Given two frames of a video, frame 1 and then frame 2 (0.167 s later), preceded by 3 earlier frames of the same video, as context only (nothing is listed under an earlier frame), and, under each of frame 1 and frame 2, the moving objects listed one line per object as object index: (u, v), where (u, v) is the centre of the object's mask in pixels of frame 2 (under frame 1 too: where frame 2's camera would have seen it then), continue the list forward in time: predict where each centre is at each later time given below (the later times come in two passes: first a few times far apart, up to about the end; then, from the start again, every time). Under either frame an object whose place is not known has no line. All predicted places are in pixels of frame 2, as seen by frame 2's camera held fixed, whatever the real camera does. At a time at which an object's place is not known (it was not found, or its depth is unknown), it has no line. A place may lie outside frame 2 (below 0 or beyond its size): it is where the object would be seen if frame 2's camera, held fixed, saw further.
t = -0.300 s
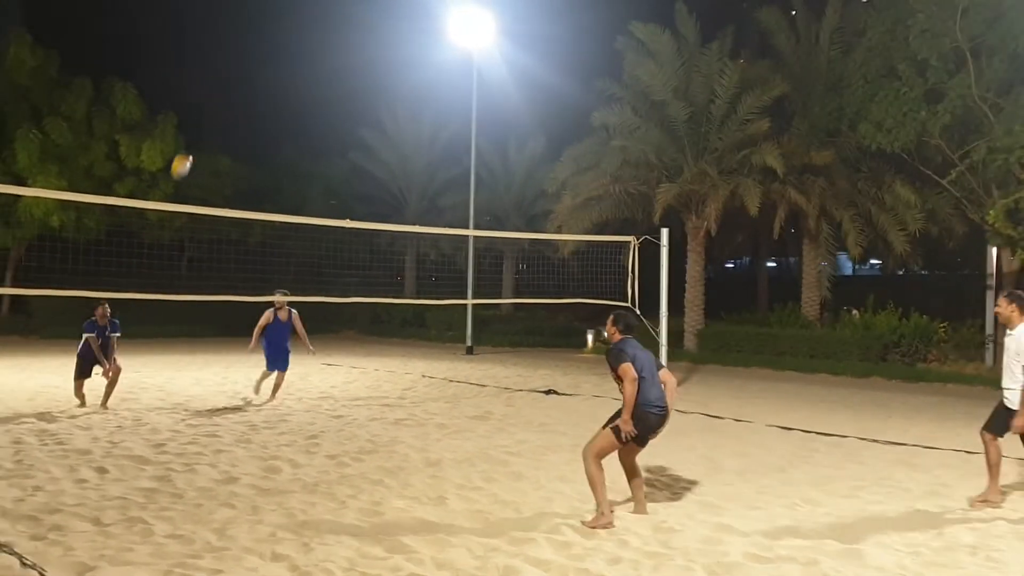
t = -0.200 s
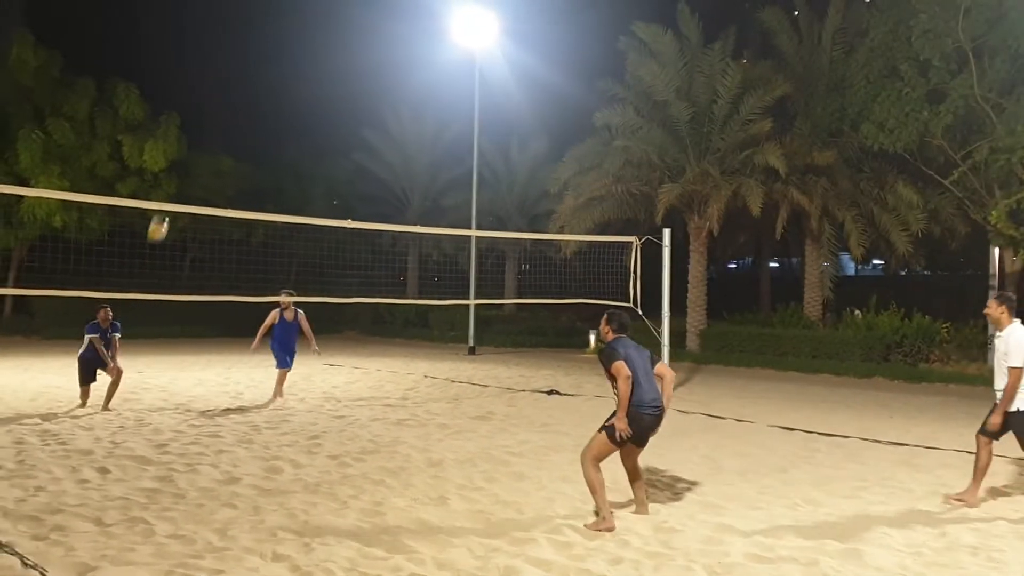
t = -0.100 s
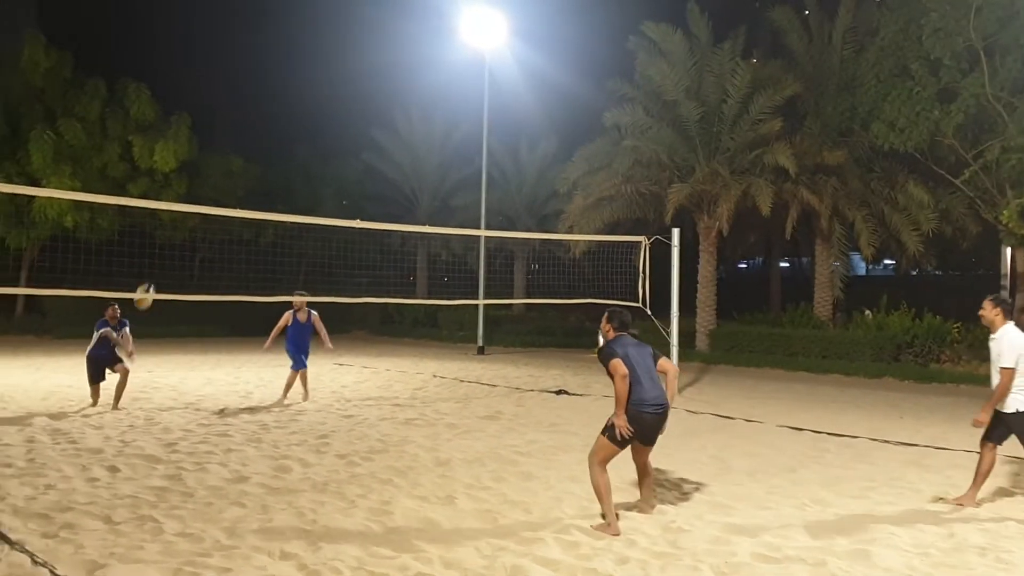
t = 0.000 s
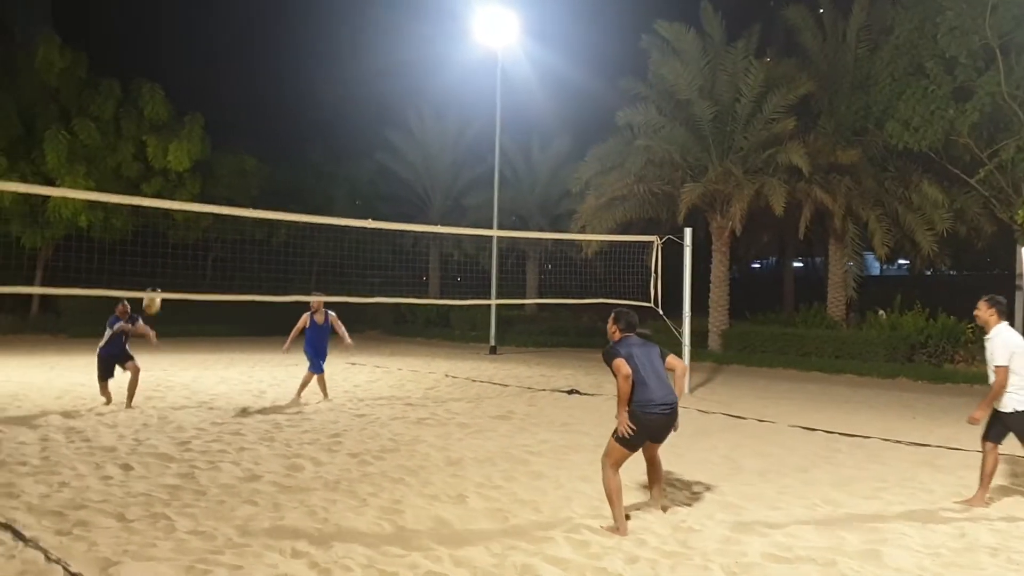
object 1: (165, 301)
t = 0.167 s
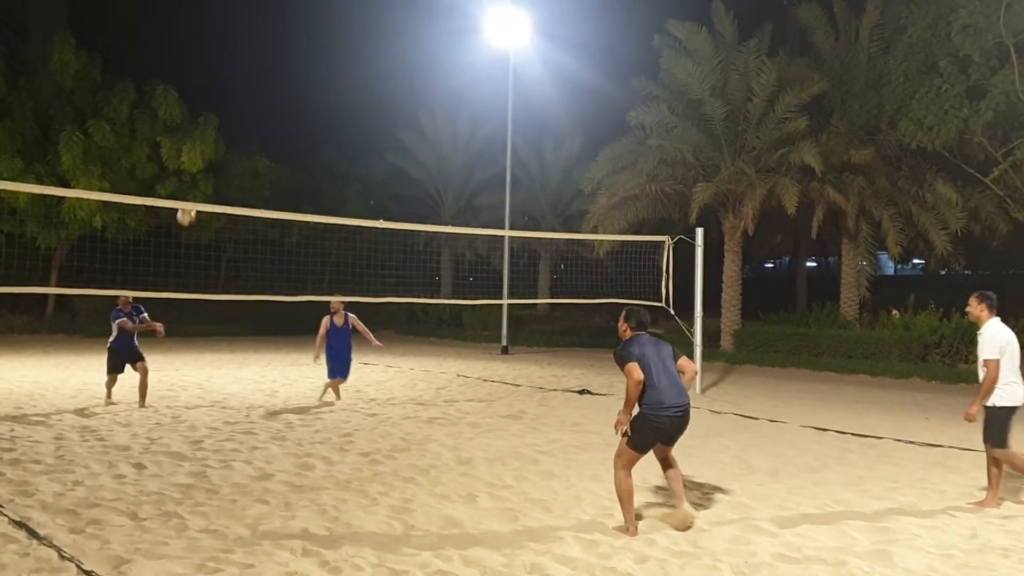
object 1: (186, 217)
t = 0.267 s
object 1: (198, 173)
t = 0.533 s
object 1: (228, 99)
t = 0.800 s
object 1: (255, 78)
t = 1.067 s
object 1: (282, 111)
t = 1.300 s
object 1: (304, 181)
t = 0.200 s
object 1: (191, 197)
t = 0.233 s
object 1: (195, 186)
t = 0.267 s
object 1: (198, 173)
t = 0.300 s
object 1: (202, 161)
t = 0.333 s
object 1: (207, 149)
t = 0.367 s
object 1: (211, 138)
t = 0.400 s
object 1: (214, 129)
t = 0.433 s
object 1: (217, 120)
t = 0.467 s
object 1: (221, 112)
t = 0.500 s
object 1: (225, 105)
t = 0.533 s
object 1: (228, 99)
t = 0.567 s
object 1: (232, 94)
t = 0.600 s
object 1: (236, 90)
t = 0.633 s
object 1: (239, 85)
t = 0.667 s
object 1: (242, 82)
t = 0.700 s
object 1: (245, 79)
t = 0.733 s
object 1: (248, 78)
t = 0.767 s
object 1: (251, 77)
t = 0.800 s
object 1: (255, 78)
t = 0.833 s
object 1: (259, 79)
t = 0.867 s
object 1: (262, 81)
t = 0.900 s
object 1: (265, 84)
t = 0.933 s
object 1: (269, 88)
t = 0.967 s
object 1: (272, 93)
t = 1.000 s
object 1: (276, 99)
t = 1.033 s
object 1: (279, 105)
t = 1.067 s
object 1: (282, 111)
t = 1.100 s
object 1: (286, 119)
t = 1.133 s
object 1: (289, 127)
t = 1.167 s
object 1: (292, 136)
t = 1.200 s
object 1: (295, 146)
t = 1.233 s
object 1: (297, 156)
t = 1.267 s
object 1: (301, 169)
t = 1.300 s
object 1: (304, 181)
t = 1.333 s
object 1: (307, 194)
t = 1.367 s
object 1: (310, 206)
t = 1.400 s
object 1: (314, 223)
